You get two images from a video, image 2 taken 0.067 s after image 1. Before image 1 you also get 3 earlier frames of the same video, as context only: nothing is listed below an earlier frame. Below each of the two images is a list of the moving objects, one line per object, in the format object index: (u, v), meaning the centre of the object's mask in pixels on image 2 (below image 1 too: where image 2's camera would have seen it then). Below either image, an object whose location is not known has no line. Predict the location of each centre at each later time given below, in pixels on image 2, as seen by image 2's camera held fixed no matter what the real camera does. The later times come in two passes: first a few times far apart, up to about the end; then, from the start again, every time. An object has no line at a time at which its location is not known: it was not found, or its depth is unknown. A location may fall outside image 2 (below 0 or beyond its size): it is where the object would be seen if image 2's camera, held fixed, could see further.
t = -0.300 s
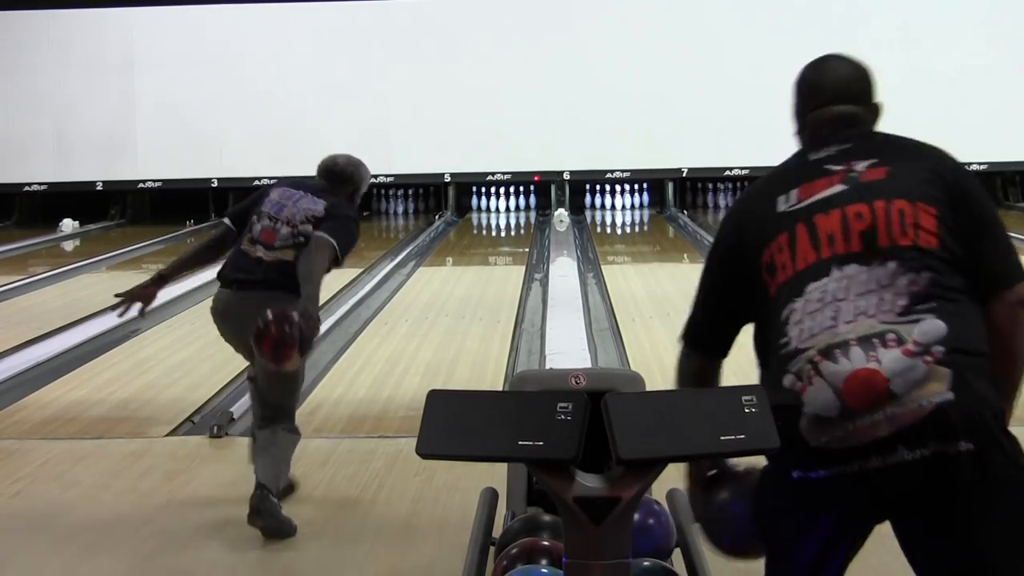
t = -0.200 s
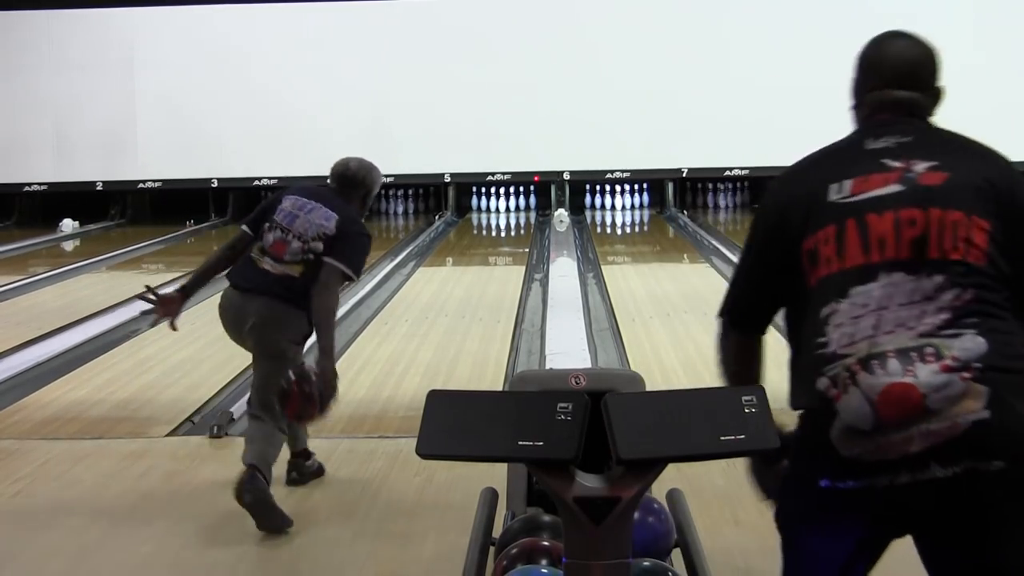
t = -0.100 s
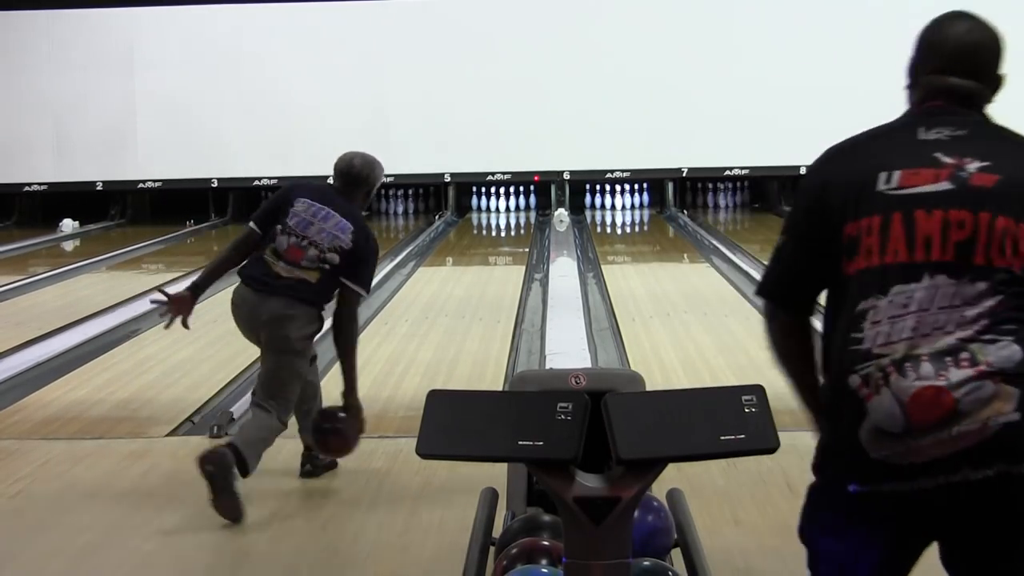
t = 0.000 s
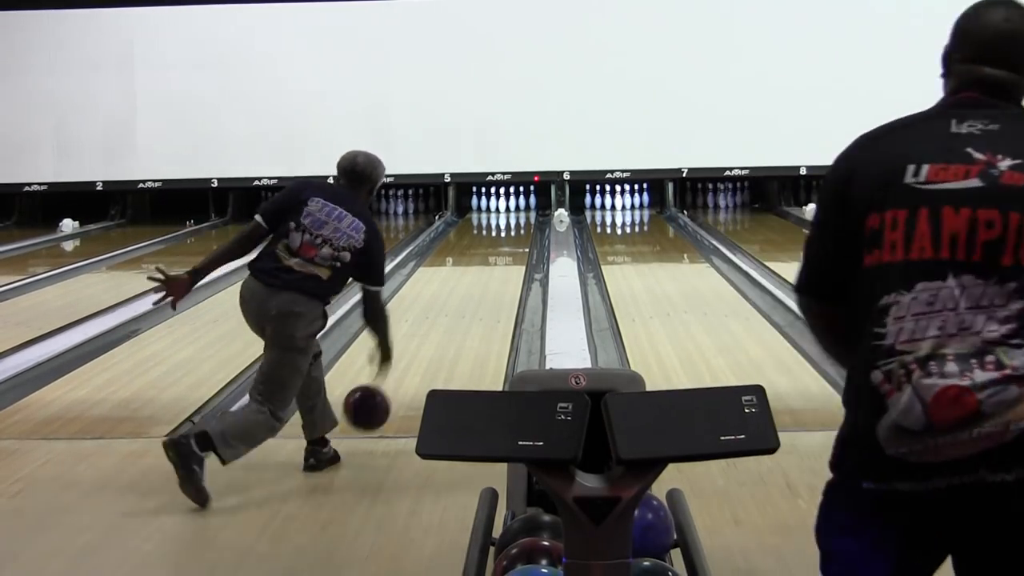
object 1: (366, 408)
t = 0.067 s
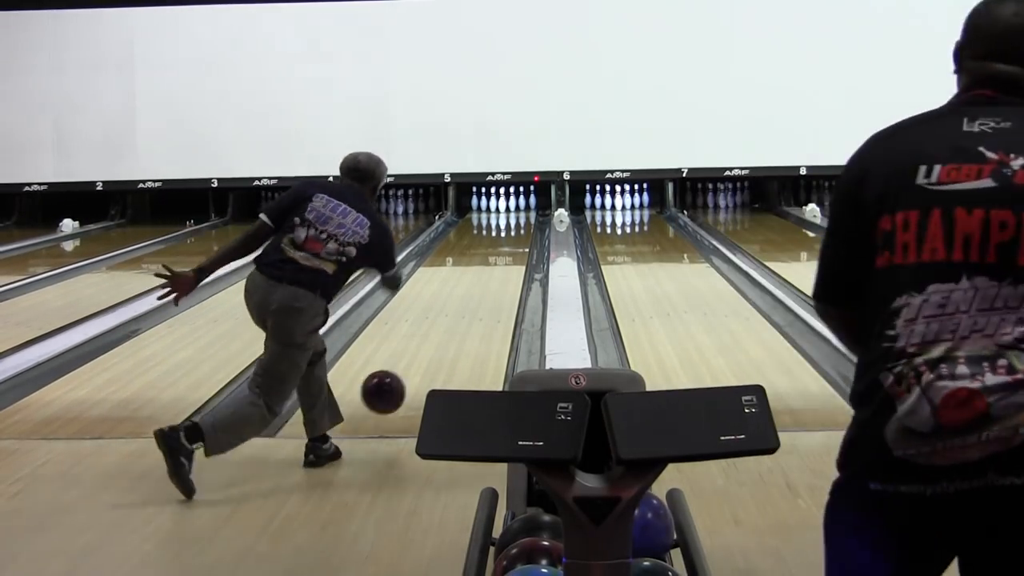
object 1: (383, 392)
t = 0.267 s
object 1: (422, 362)
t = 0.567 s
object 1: (460, 313)
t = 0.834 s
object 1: (482, 284)
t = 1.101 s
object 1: (498, 262)
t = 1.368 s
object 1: (509, 246)
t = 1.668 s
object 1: (517, 232)
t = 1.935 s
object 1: (521, 222)
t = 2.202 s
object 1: (522, 215)
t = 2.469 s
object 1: (521, 208)
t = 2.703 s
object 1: (517, 204)
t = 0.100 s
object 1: (391, 387)
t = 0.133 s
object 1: (398, 386)
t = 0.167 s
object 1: (405, 384)
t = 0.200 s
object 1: (411, 375)
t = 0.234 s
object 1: (417, 368)
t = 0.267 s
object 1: (422, 362)
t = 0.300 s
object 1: (427, 355)
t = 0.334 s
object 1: (432, 349)
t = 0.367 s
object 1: (437, 343)
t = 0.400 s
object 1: (441, 337)
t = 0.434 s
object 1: (445, 331)
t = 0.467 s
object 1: (449, 326)
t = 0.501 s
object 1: (453, 322)
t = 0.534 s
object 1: (457, 317)
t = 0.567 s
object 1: (460, 313)
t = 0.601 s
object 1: (463, 309)
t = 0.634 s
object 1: (466, 304)
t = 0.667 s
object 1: (469, 301)
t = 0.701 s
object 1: (472, 297)
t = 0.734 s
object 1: (475, 293)
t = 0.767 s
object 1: (478, 290)
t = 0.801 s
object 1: (480, 287)
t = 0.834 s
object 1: (482, 284)
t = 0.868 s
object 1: (485, 281)
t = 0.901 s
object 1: (487, 278)
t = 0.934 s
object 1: (489, 275)
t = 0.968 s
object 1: (491, 273)
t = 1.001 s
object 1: (493, 269)
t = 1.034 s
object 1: (495, 267)
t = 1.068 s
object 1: (496, 265)
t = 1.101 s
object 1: (498, 262)
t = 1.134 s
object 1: (500, 260)
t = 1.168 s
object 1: (501, 258)
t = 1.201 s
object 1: (503, 256)
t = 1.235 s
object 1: (504, 253)
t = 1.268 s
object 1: (505, 252)
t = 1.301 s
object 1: (506, 250)
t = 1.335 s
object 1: (507, 248)
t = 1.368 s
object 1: (509, 246)
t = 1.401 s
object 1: (510, 244)
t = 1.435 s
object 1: (511, 242)
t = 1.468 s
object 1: (512, 240)
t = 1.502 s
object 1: (513, 239)
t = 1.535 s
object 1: (513, 238)
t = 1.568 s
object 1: (515, 236)
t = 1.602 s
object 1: (515, 234)
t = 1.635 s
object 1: (516, 234)
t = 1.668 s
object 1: (517, 232)
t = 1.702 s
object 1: (517, 230)
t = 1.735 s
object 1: (518, 229)
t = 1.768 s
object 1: (518, 228)
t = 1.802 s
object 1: (519, 227)
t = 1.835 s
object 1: (520, 225)
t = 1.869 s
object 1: (520, 224)
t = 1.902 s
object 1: (520, 223)
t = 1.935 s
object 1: (521, 222)
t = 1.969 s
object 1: (521, 220)
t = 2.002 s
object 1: (521, 220)
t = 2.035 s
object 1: (521, 220)
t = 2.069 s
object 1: (522, 218)
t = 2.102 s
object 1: (522, 218)
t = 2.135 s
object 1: (522, 217)
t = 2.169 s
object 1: (523, 215)
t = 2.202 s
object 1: (522, 215)
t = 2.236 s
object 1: (522, 213)
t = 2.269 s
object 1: (522, 213)
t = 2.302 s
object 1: (522, 212)
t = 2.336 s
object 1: (522, 211)
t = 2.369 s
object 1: (521, 211)
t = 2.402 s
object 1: (521, 210)
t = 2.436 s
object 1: (521, 209)
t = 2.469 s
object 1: (521, 208)
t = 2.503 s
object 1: (519, 208)
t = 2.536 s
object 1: (519, 207)
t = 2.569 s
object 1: (518, 206)
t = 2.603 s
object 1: (517, 206)
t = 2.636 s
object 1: (517, 205)
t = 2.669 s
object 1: (517, 205)
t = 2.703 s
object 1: (517, 204)
